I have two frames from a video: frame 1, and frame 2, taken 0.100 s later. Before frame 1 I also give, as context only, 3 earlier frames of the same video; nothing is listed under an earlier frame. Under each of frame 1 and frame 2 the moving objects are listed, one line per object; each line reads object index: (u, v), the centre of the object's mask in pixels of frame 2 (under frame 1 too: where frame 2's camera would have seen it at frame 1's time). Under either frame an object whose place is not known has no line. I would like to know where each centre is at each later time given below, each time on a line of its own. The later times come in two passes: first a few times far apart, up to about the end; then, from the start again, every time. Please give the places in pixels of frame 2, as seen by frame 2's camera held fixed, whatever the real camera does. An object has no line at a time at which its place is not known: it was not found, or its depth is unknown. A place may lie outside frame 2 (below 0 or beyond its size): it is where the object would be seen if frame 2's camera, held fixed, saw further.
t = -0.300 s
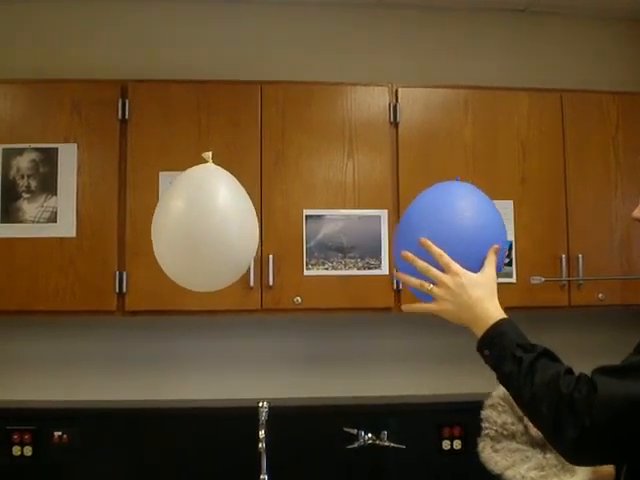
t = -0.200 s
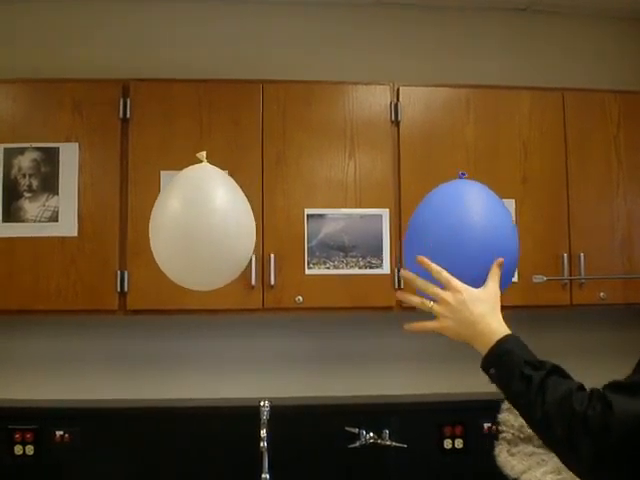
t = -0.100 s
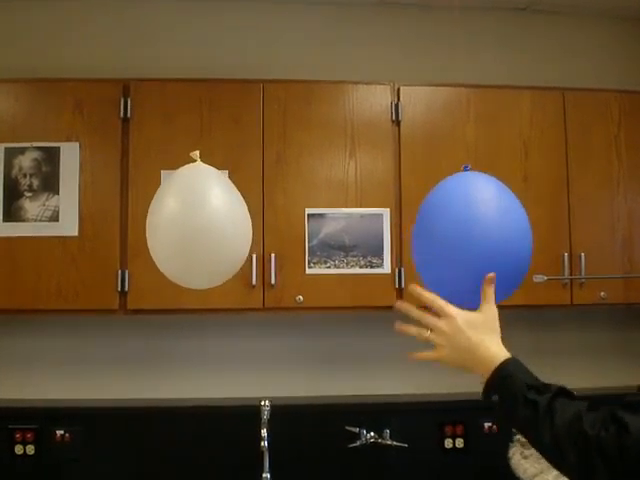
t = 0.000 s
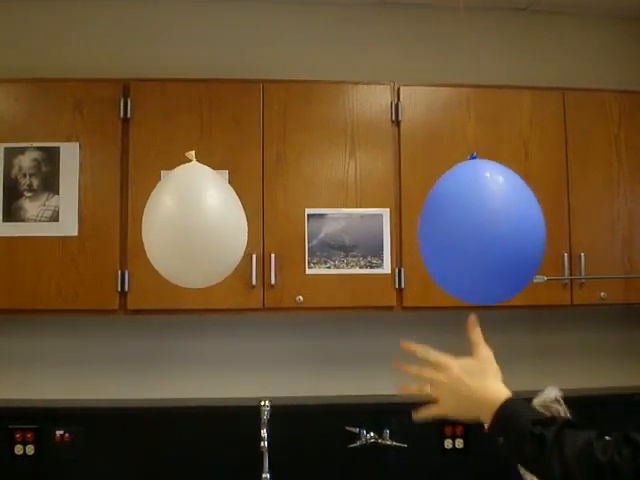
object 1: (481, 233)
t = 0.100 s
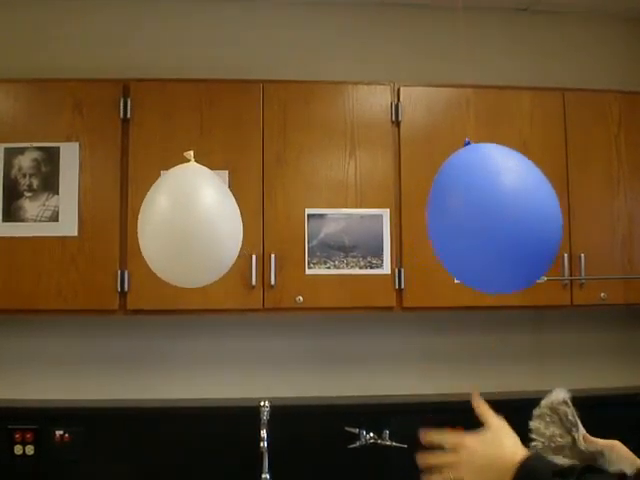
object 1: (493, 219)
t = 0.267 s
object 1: (518, 193)
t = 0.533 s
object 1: (556, 157)
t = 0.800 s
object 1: (580, 136)
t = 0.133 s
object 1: (498, 213)
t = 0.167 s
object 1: (503, 208)
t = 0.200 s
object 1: (508, 203)
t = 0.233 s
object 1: (513, 198)
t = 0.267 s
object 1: (518, 193)
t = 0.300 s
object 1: (523, 188)
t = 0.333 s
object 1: (528, 183)
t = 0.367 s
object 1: (533, 178)
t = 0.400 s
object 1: (537, 173)
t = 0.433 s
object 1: (542, 168)
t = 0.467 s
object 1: (547, 164)
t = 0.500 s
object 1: (551, 160)
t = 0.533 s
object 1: (556, 157)
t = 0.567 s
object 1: (561, 154)
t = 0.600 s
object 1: (564, 151)
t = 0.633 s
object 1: (568, 148)
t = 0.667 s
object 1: (571, 145)
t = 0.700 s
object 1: (574, 142)
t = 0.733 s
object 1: (576, 139)
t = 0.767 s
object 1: (578, 137)
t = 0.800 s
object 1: (580, 136)
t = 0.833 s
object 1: (583, 136)
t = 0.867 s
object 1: (585, 136)
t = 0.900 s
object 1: (587, 137)
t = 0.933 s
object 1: (589, 138)
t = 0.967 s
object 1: (592, 141)
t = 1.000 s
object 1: (594, 143)
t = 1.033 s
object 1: (596, 146)
